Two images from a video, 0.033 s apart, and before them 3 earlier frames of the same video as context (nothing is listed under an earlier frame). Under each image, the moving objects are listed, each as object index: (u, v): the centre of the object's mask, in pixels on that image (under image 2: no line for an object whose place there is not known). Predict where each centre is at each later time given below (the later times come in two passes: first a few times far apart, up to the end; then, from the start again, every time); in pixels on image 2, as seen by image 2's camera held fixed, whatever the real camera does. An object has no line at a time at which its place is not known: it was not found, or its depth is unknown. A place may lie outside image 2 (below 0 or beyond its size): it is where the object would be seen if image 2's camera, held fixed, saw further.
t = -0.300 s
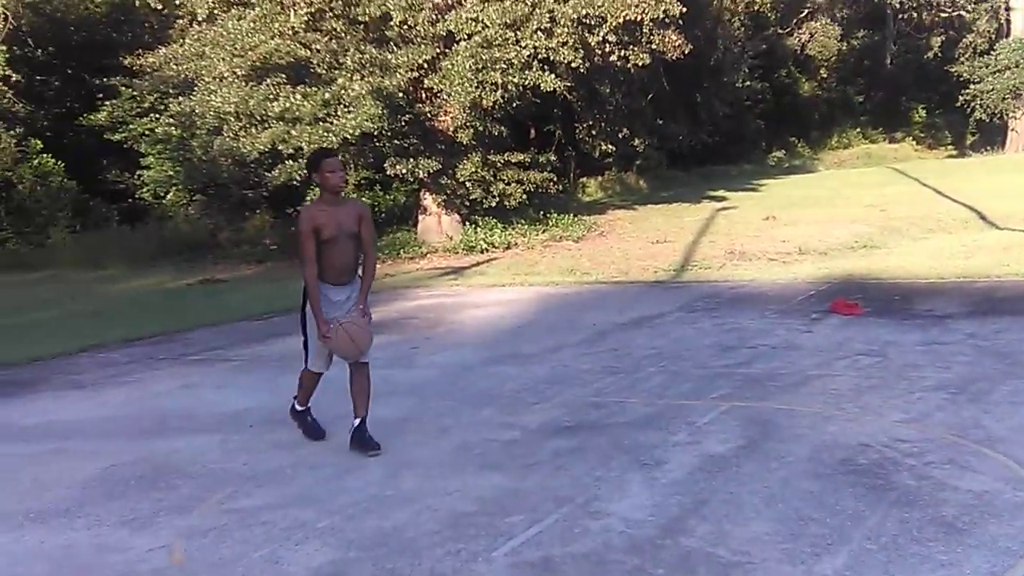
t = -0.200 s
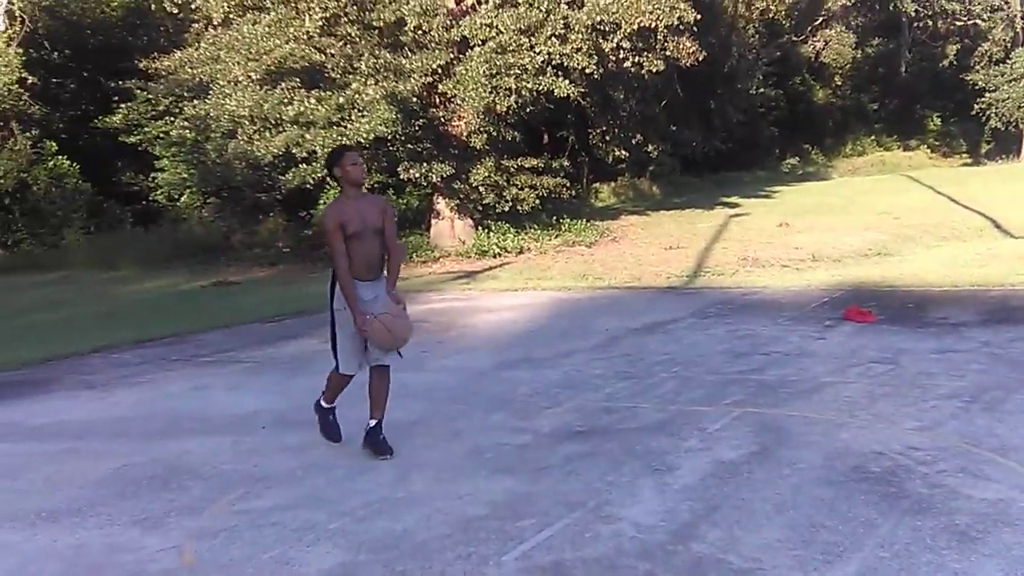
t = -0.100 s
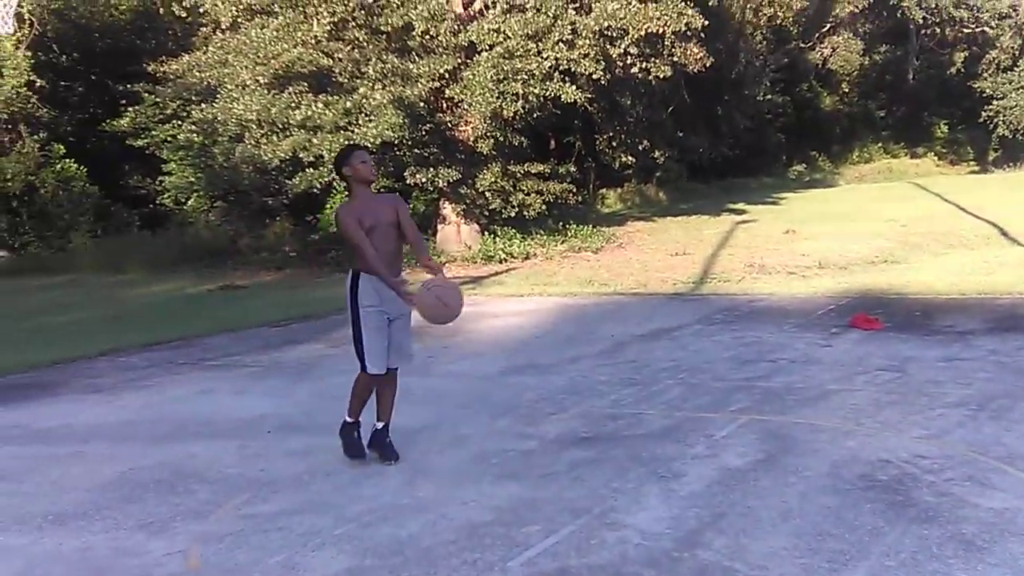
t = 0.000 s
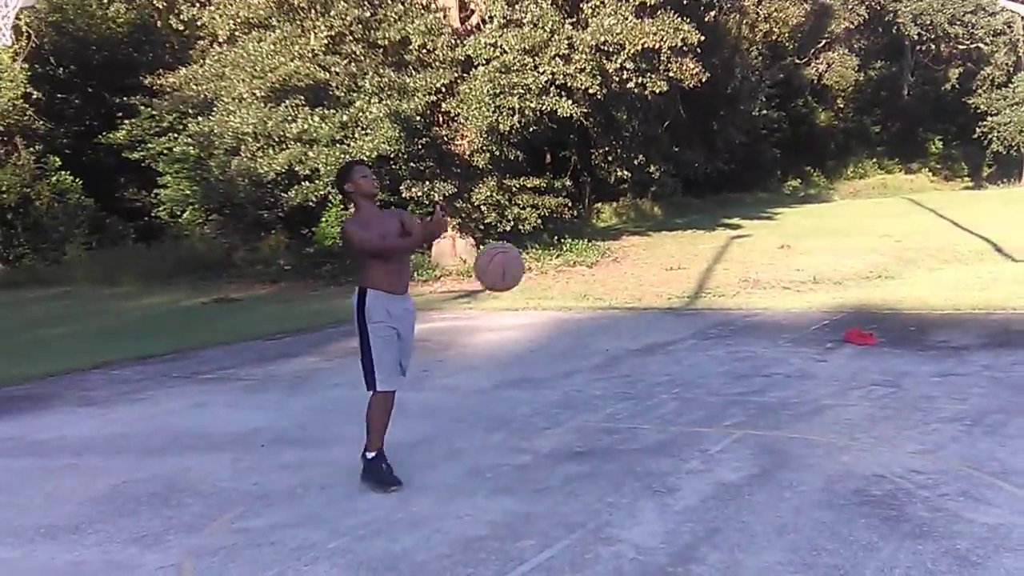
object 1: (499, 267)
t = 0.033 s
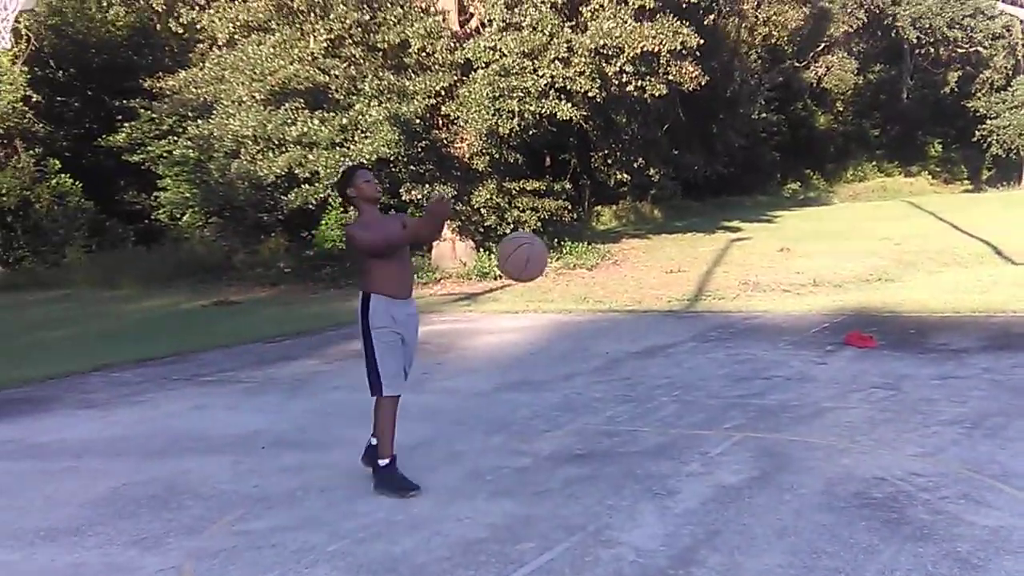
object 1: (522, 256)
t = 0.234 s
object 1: (678, 225)
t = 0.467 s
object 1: (899, 309)
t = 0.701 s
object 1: (1163, 528)
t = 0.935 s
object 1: (1349, 367)
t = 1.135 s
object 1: (1534, 341)
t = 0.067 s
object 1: (546, 246)
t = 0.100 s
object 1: (571, 237)
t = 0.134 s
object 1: (596, 231)
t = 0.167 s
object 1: (623, 226)
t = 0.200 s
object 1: (650, 224)
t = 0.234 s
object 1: (678, 225)
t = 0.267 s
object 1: (706, 228)
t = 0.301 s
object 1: (736, 234)
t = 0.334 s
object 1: (766, 243)
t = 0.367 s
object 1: (798, 255)
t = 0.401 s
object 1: (830, 270)
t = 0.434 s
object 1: (864, 288)
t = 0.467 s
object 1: (899, 309)
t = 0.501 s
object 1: (934, 334)
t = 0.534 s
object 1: (971, 363)
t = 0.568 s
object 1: (1008, 397)
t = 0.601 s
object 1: (1048, 433)
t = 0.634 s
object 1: (1089, 475)
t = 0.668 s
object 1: (1131, 521)
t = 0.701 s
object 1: (1163, 528)
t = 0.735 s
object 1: (1189, 498)
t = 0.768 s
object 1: (1214, 470)
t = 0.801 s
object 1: (1242, 443)
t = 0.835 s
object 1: (1268, 419)
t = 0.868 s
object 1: (1296, 400)
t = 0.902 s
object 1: (1324, 381)
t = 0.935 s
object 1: (1349, 367)
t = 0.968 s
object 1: (1378, 353)
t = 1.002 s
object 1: (1409, 343)
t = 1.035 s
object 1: (1440, 337)
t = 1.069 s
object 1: (1471, 335)
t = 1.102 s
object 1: (1502, 336)
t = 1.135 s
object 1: (1534, 341)
